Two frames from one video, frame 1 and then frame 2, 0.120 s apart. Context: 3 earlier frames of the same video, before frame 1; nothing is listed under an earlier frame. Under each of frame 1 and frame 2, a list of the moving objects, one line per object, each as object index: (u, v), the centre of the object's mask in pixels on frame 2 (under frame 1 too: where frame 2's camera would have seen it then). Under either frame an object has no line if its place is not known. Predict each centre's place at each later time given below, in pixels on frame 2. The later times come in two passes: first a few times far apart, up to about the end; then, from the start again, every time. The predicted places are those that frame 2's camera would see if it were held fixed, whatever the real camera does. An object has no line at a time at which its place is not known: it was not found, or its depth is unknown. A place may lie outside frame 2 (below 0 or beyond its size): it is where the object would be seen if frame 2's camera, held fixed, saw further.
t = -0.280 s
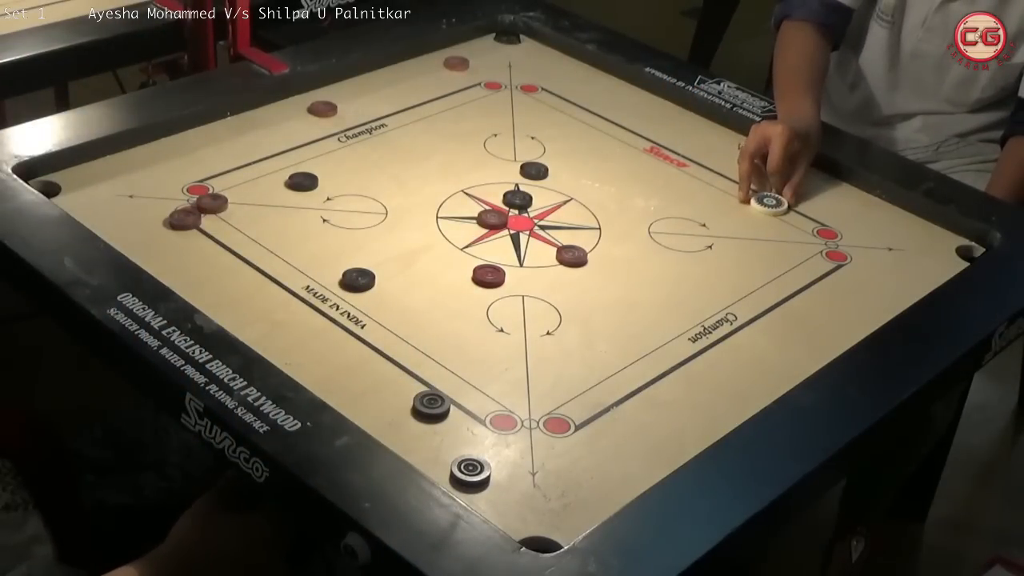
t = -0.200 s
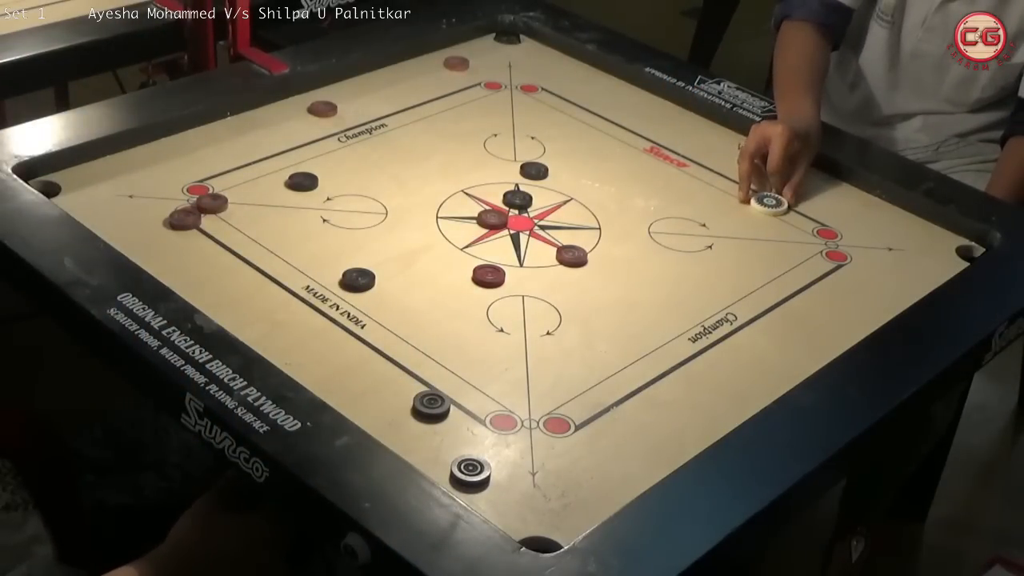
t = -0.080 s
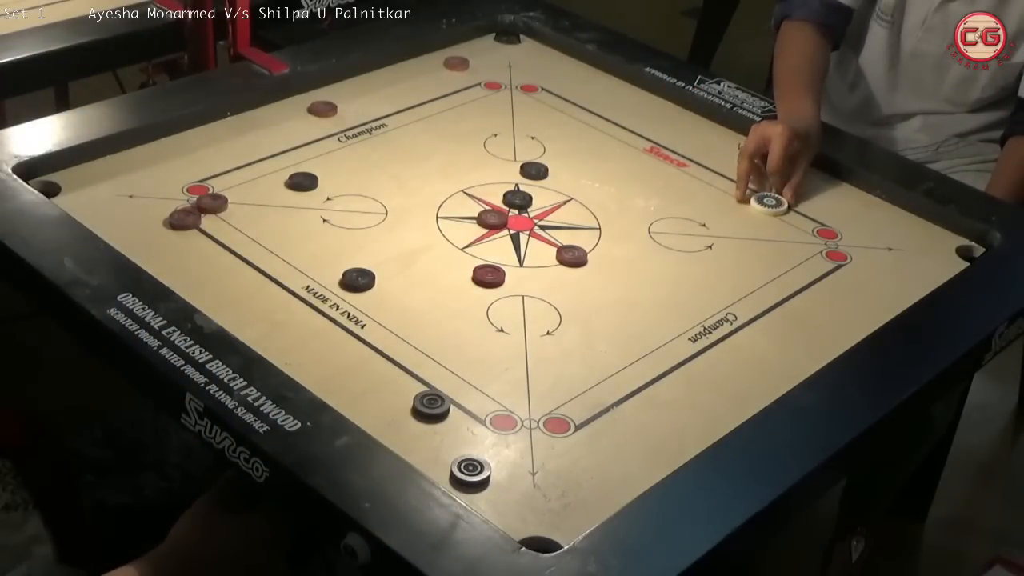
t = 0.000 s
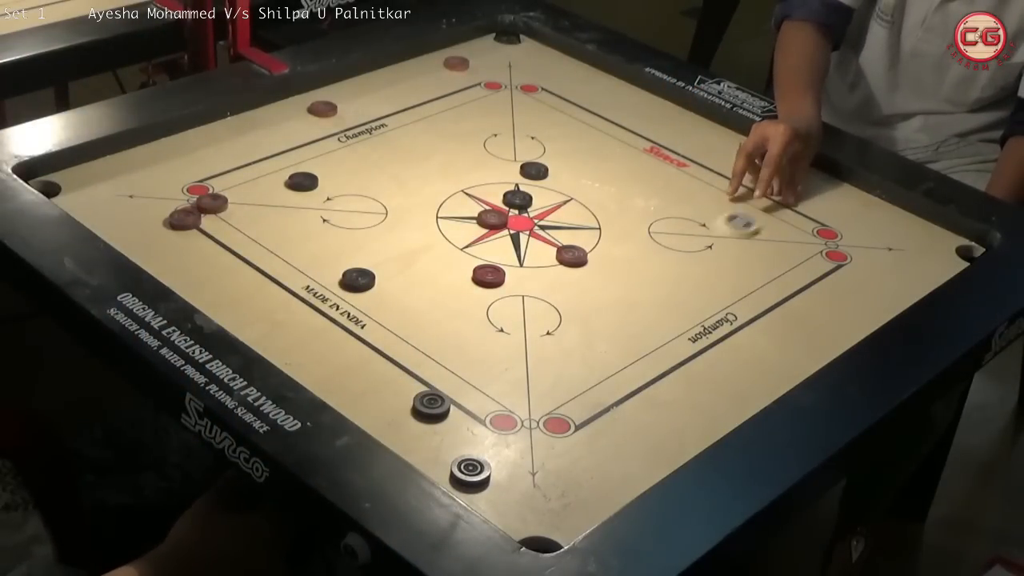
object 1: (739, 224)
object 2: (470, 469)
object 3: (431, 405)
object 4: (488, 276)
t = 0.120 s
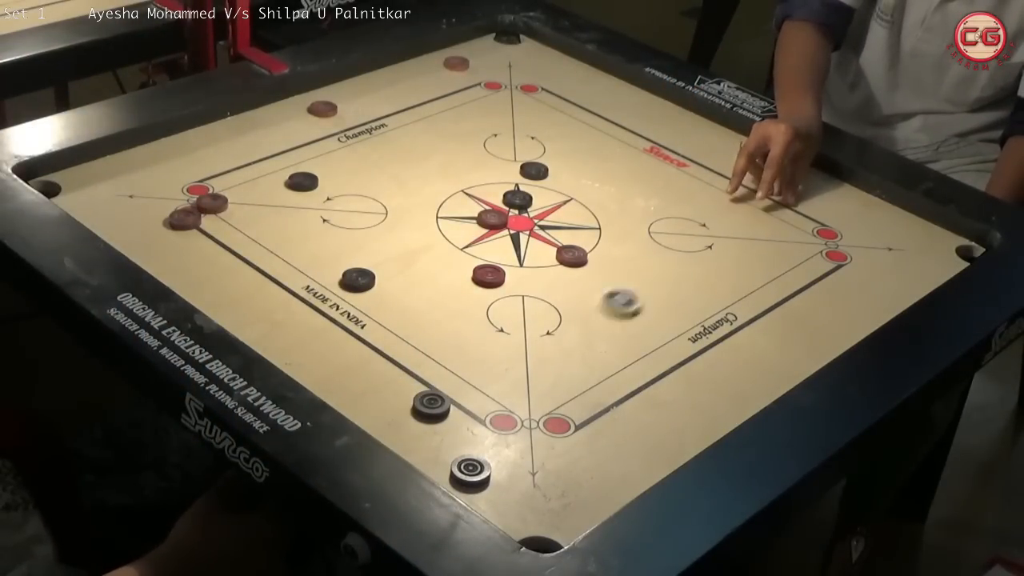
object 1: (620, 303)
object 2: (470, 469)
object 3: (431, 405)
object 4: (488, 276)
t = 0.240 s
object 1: (483, 394)
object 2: (470, 469)
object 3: (431, 405)
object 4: (488, 276)
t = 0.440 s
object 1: (482, 440)
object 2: (510, 502)
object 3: (480, 311)
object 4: (488, 276)
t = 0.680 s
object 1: (600, 392)
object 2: (535, 522)
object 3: (638, 272)
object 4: (469, 229)
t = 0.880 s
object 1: (649, 373)
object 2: (535, 522)
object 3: (718, 271)
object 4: (462, 222)
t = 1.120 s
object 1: (662, 369)
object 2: (535, 522)
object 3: (756, 272)
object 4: (462, 222)
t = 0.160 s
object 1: (577, 332)
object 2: (470, 469)
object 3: (431, 405)
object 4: (488, 276)
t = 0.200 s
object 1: (531, 362)
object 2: (470, 469)
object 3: (431, 405)
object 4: (488, 276)
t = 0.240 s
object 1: (483, 394)
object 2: (470, 469)
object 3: (431, 405)
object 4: (488, 276)
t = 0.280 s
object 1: (457, 422)
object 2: (470, 469)
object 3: (368, 416)
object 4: (488, 276)
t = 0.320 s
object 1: (437, 447)
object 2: (471, 469)
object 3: (382, 392)
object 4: (488, 276)
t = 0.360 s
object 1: (430, 461)
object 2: (486, 482)
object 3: (417, 363)
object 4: (488, 276)
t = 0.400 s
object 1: (455, 452)
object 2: (499, 493)
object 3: (451, 335)
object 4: (488, 276)
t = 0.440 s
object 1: (482, 440)
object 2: (510, 502)
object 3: (480, 311)
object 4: (488, 276)
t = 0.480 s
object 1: (507, 430)
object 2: (519, 510)
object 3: (508, 292)
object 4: (487, 273)
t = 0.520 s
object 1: (529, 421)
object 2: (526, 516)
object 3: (539, 283)
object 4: (482, 261)
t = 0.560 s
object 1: (550, 413)
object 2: (531, 519)
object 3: (567, 276)
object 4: (477, 251)
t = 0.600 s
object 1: (568, 404)
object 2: (534, 522)
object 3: (593, 272)
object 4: (474, 242)
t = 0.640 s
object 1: (585, 398)
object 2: (535, 522)
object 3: (616, 272)
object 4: (471, 235)
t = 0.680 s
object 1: (600, 392)
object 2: (535, 522)
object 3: (638, 272)
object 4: (469, 229)
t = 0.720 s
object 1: (613, 387)
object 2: (535, 522)
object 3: (658, 271)
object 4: (466, 225)
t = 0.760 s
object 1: (624, 382)
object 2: (535, 522)
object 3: (676, 271)
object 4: (463, 223)
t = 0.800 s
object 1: (634, 378)
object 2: (535, 522)
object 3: (692, 271)
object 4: (462, 222)
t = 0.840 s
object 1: (642, 375)
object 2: (535, 522)
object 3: (706, 271)
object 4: (462, 222)
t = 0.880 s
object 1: (649, 373)
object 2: (535, 522)
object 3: (718, 271)
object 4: (462, 222)
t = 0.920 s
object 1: (655, 371)
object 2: (535, 522)
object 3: (729, 271)
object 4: (462, 222)
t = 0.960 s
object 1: (659, 370)
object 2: (535, 522)
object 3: (738, 271)
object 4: (462, 222)
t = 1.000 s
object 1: (661, 369)
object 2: (535, 522)
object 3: (745, 272)
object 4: (462, 222)
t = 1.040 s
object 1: (662, 369)
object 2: (535, 522)
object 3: (750, 272)
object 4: (462, 222)
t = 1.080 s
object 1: (662, 369)
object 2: (535, 522)
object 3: (754, 272)
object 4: (462, 222)
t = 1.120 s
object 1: (662, 369)
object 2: (535, 522)
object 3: (756, 272)
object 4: (462, 222)
